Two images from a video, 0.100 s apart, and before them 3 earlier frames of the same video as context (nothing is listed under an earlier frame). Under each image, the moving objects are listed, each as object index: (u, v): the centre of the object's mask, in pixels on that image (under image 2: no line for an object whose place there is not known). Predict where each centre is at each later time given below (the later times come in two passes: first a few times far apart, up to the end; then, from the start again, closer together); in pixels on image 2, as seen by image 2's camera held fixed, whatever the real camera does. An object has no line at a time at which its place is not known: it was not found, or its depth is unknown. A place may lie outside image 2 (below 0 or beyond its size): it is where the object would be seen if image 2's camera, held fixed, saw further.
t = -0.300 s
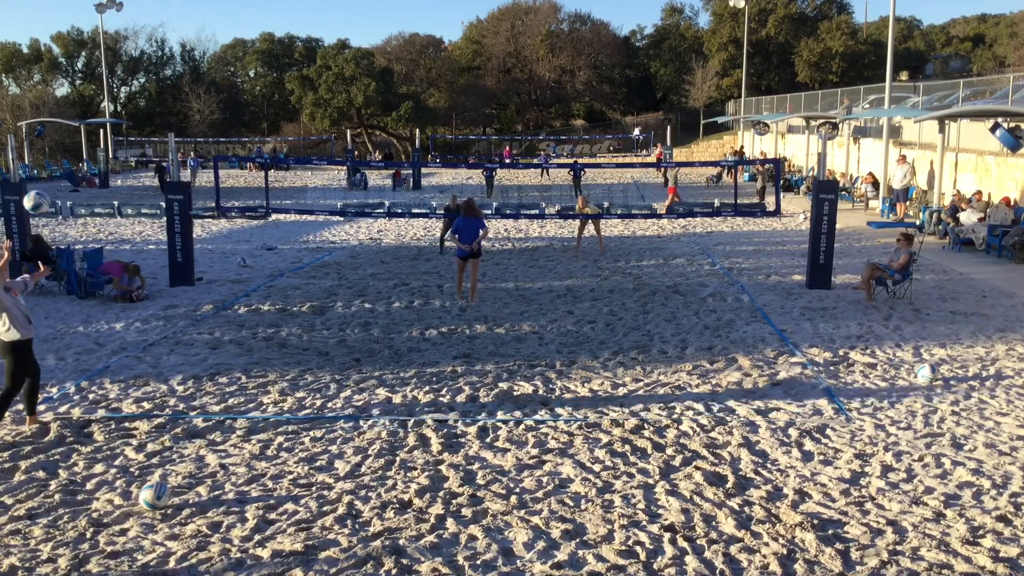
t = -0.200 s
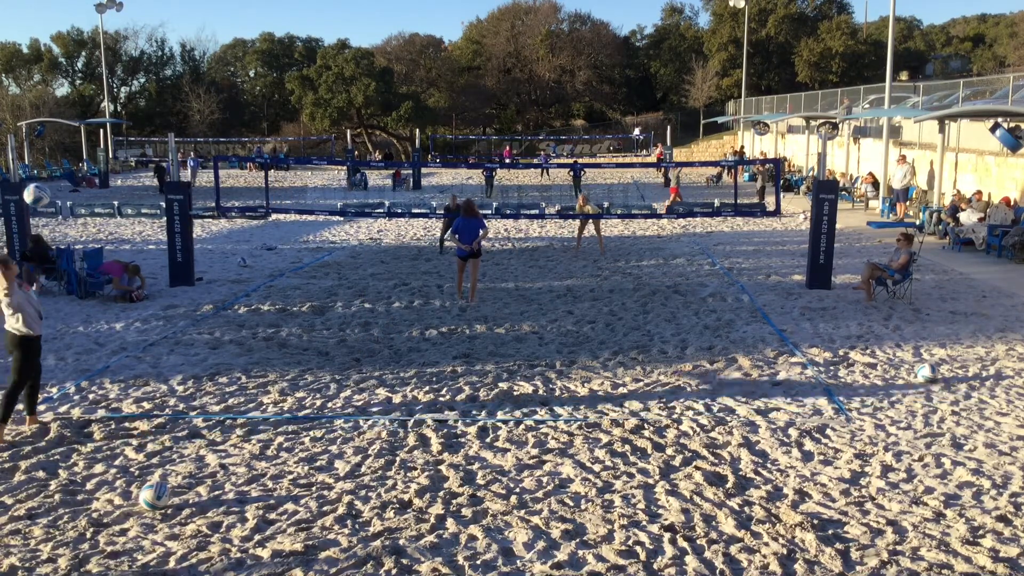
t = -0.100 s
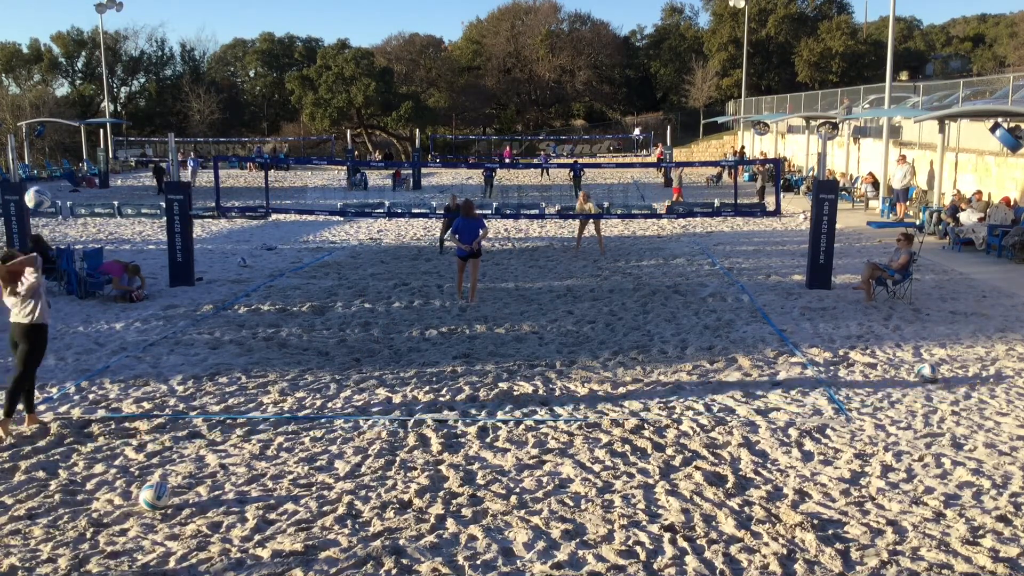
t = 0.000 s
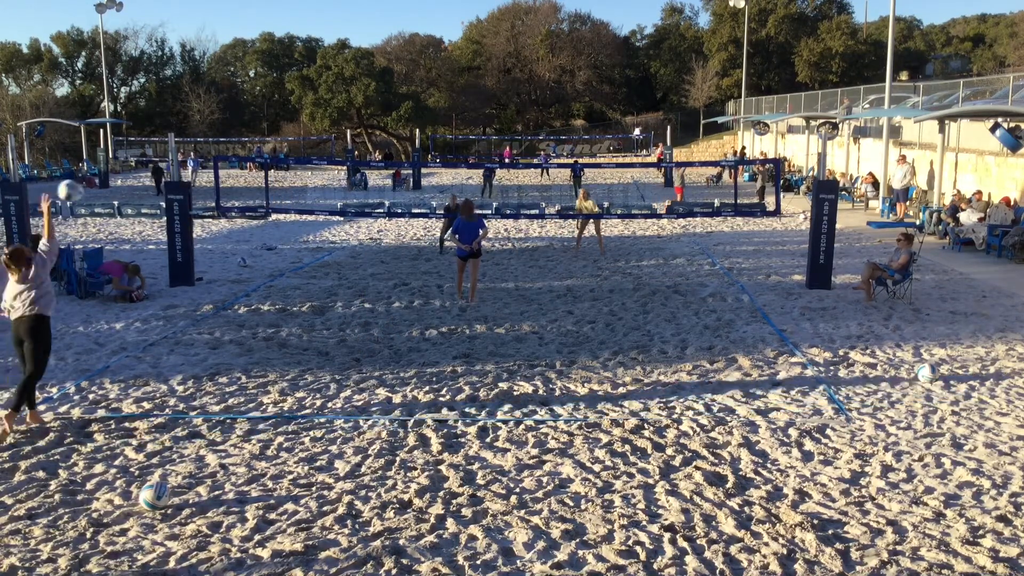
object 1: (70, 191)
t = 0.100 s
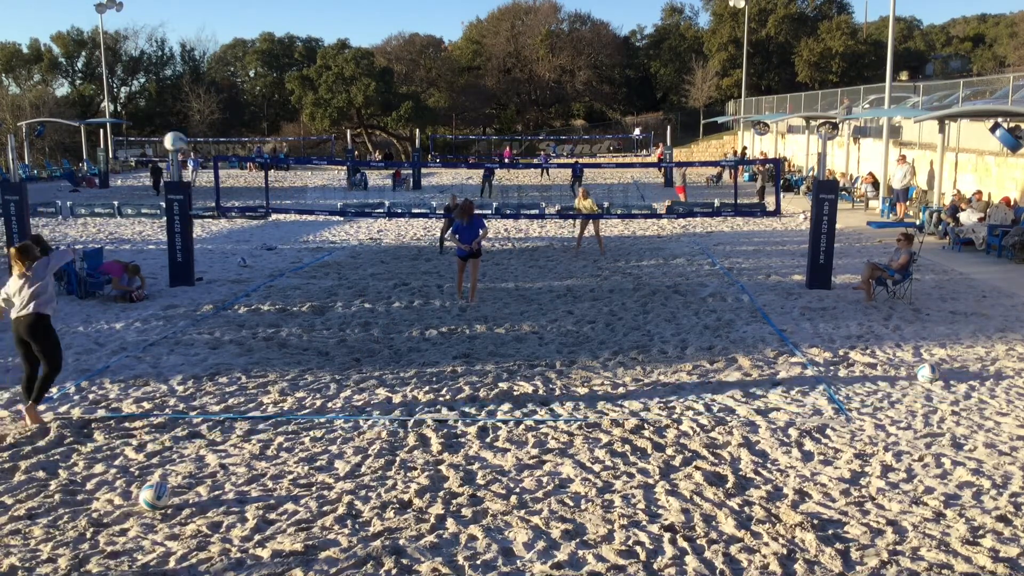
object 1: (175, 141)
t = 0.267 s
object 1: (312, 96)
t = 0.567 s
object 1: (485, 92)
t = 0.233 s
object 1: (288, 102)
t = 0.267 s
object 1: (312, 96)
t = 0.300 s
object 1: (336, 91)
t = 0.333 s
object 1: (358, 88)
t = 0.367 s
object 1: (379, 86)
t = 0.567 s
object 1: (485, 92)
